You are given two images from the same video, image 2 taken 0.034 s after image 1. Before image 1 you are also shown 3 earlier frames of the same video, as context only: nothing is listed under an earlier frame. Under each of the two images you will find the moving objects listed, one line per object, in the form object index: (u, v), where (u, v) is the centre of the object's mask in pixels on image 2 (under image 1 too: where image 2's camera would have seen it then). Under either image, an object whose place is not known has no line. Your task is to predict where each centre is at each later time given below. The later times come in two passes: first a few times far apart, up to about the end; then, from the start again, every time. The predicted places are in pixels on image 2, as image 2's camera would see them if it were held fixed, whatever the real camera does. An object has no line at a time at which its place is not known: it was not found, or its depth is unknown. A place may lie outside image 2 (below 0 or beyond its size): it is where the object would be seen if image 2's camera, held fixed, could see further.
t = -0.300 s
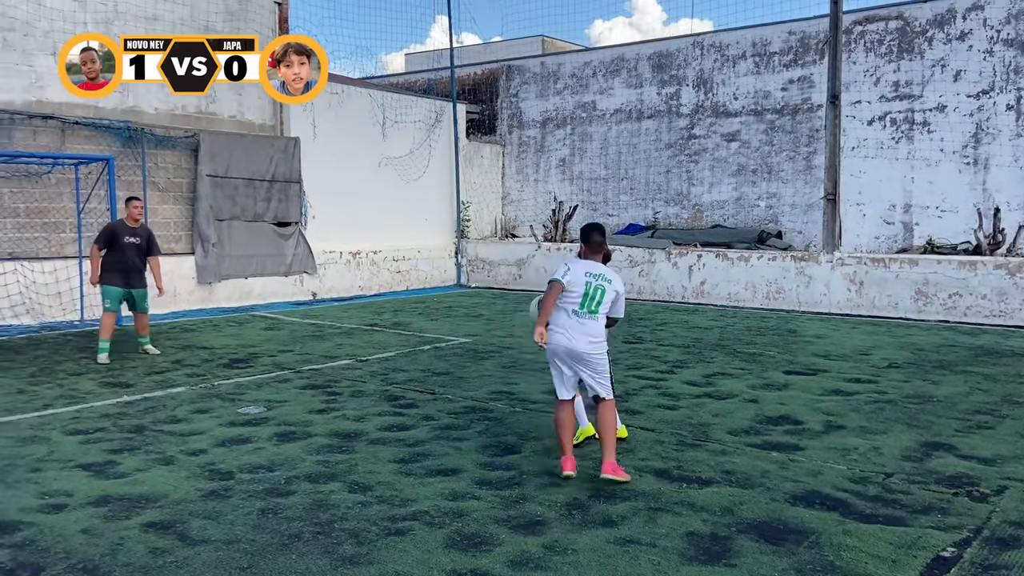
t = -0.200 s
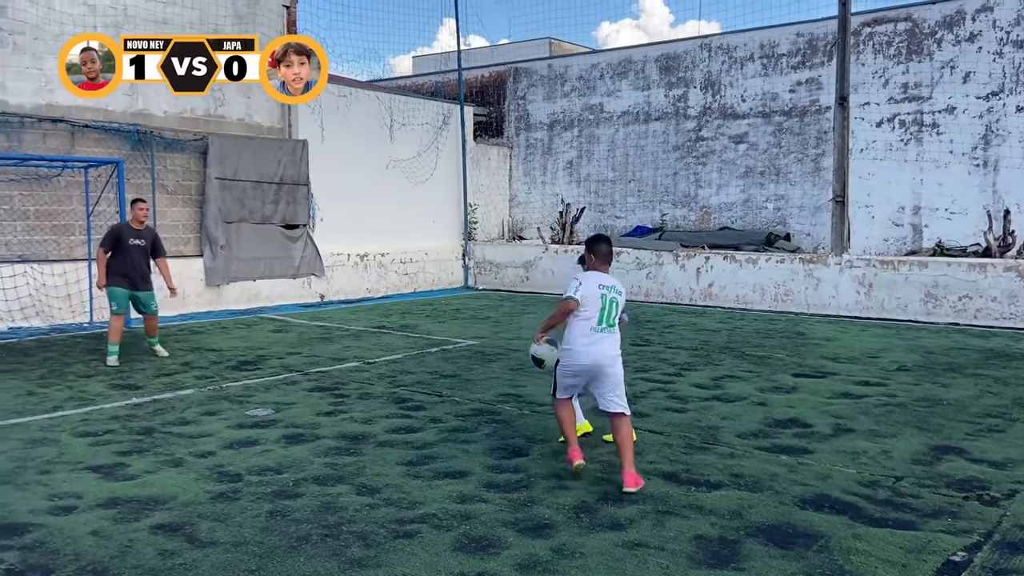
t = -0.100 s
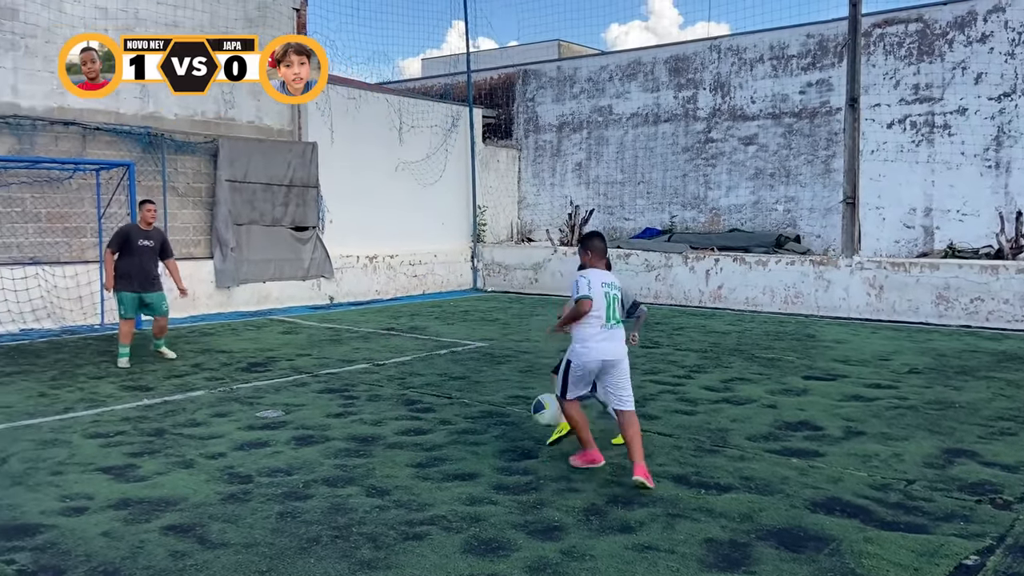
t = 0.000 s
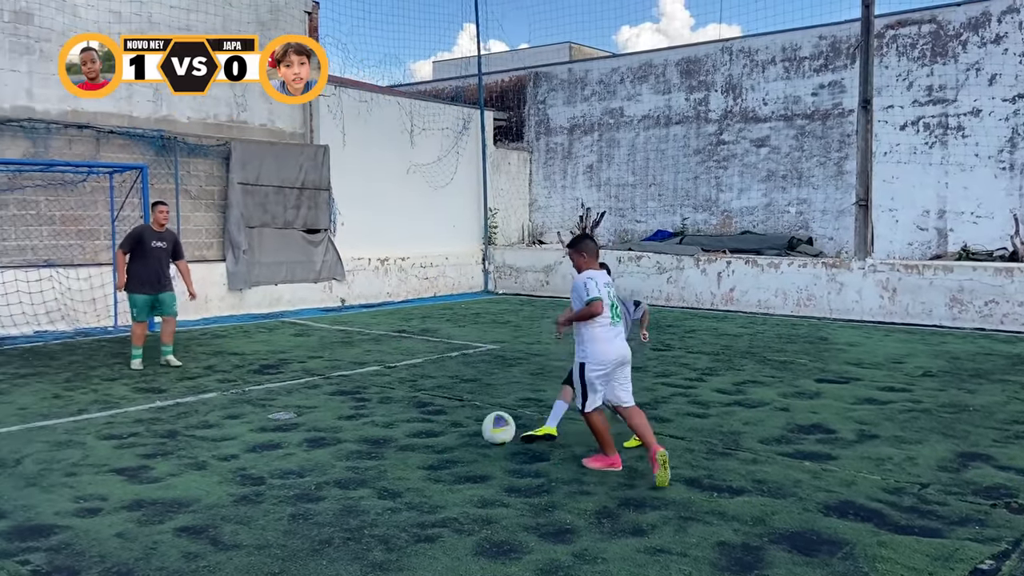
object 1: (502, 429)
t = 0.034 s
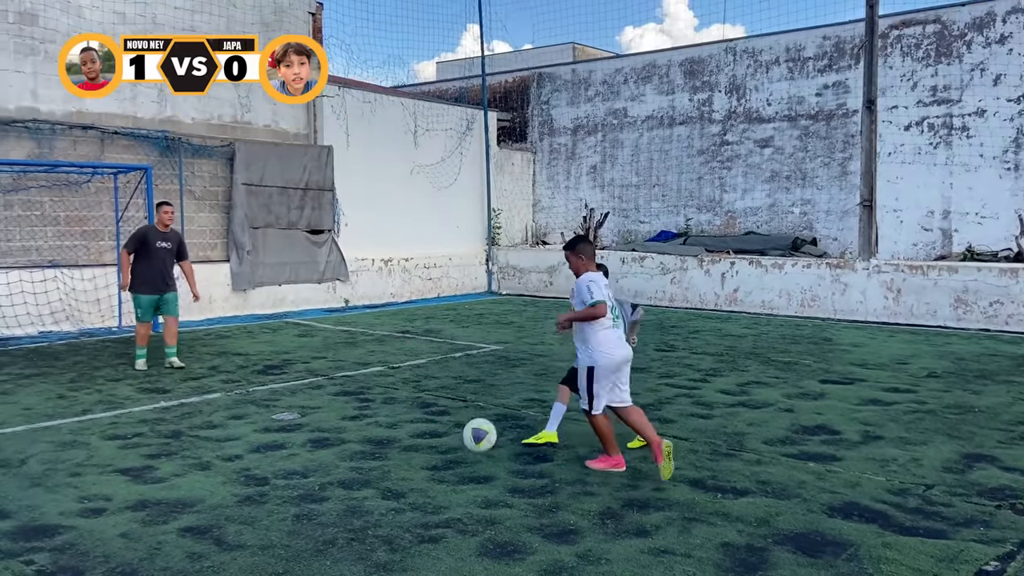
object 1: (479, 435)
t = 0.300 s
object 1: (317, 460)
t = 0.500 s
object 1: (194, 489)
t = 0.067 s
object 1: (456, 443)
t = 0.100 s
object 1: (433, 453)
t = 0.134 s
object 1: (409, 466)
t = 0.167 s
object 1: (390, 464)
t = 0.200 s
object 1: (372, 460)
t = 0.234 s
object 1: (353, 458)
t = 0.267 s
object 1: (335, 458)
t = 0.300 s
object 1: (317, 460)
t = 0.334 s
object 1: (297, 463)
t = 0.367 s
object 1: (278, 469)
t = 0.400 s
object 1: (257, 477)
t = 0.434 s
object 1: (237, 487)
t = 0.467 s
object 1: (216, 489)
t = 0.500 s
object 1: (194, 489)
